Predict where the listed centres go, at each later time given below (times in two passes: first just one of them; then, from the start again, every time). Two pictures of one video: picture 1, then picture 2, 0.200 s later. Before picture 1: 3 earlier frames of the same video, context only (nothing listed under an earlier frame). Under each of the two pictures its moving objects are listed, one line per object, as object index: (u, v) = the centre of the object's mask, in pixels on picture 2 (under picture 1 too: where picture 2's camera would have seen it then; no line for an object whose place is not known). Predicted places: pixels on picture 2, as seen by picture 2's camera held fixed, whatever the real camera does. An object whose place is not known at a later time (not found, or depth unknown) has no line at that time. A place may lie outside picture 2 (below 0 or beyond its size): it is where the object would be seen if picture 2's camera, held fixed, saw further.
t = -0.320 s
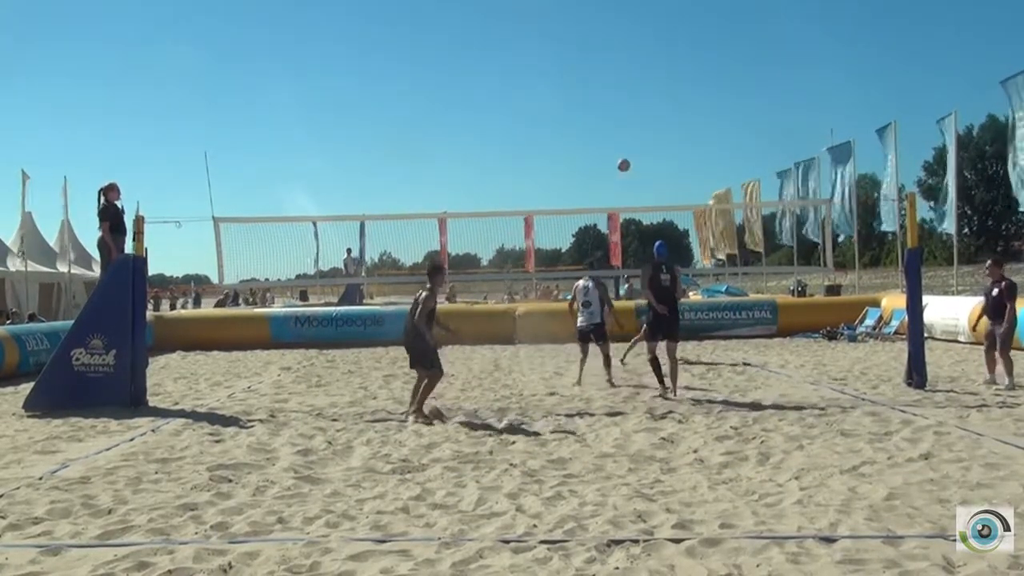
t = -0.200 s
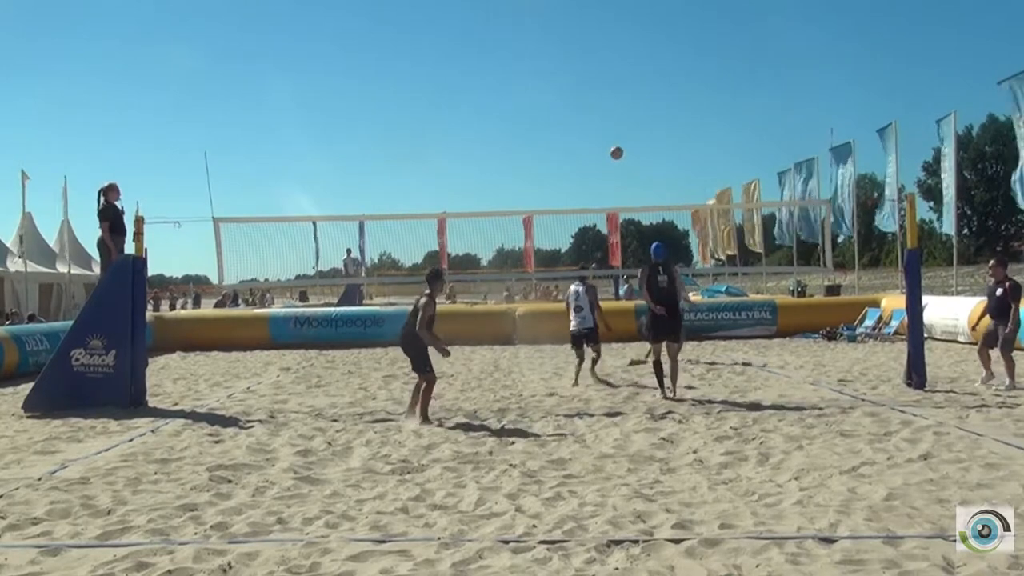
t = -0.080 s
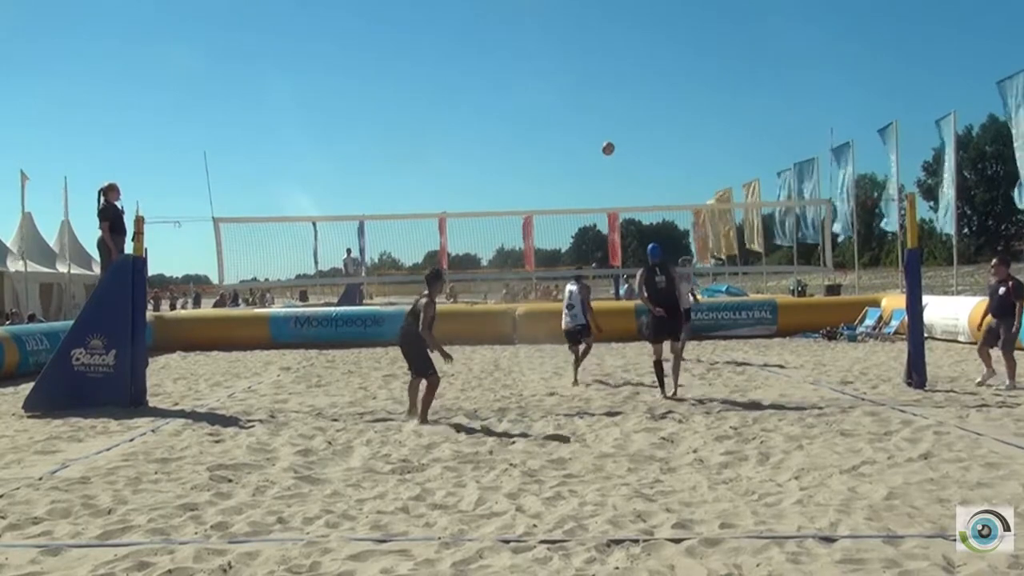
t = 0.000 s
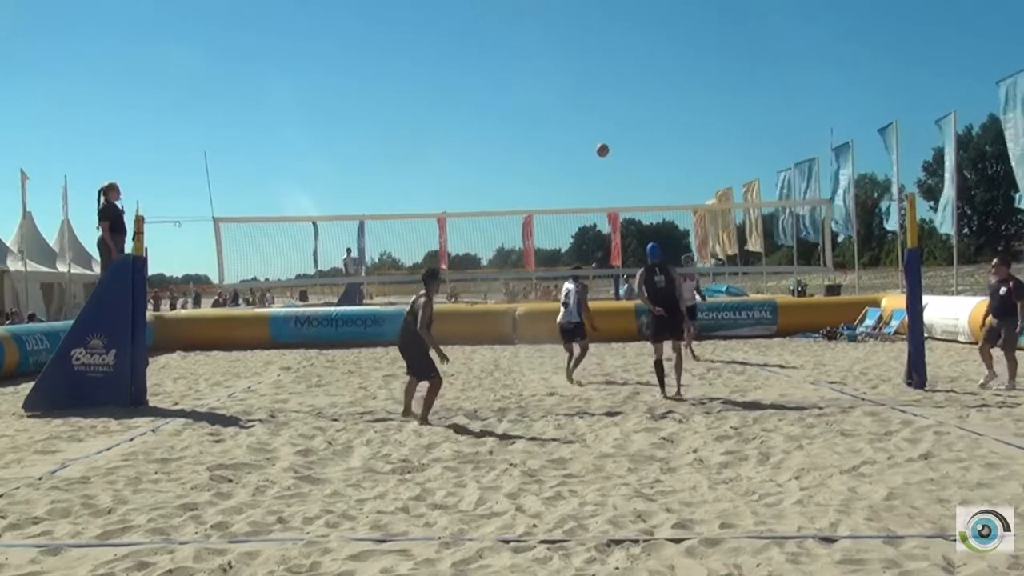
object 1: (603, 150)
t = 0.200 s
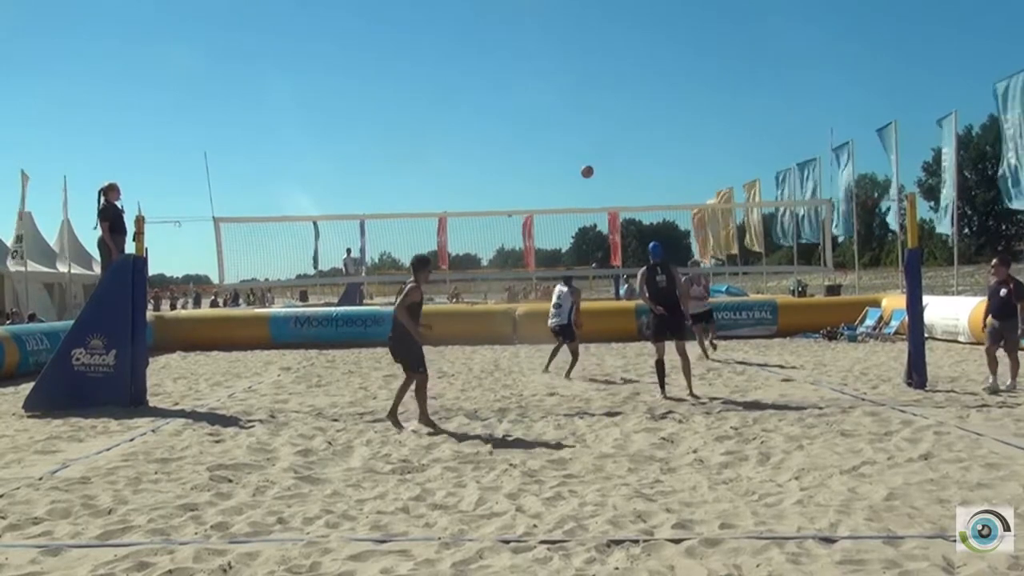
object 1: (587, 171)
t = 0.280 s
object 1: (579, 186)
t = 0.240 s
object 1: (584, 179)
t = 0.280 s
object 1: (579, 186)
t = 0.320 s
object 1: (576, 195)
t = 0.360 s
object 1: (573, 204)
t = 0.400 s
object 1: (569, 217)
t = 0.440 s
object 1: (565, 227)
